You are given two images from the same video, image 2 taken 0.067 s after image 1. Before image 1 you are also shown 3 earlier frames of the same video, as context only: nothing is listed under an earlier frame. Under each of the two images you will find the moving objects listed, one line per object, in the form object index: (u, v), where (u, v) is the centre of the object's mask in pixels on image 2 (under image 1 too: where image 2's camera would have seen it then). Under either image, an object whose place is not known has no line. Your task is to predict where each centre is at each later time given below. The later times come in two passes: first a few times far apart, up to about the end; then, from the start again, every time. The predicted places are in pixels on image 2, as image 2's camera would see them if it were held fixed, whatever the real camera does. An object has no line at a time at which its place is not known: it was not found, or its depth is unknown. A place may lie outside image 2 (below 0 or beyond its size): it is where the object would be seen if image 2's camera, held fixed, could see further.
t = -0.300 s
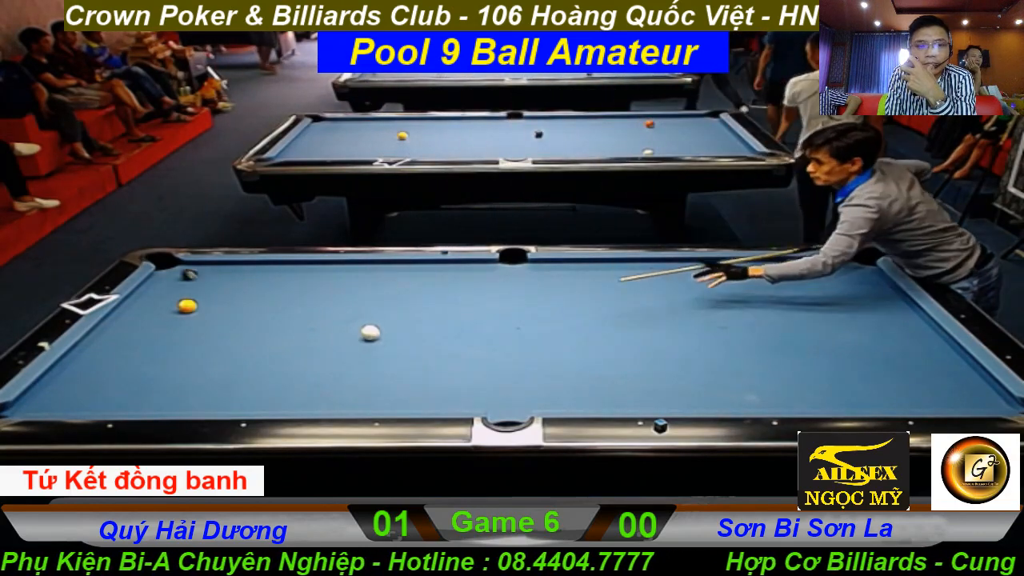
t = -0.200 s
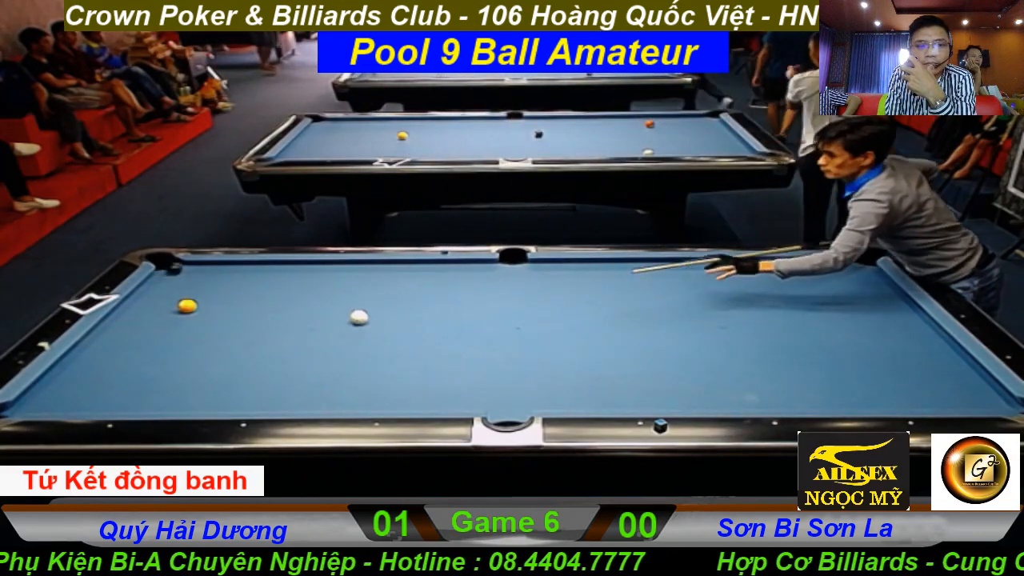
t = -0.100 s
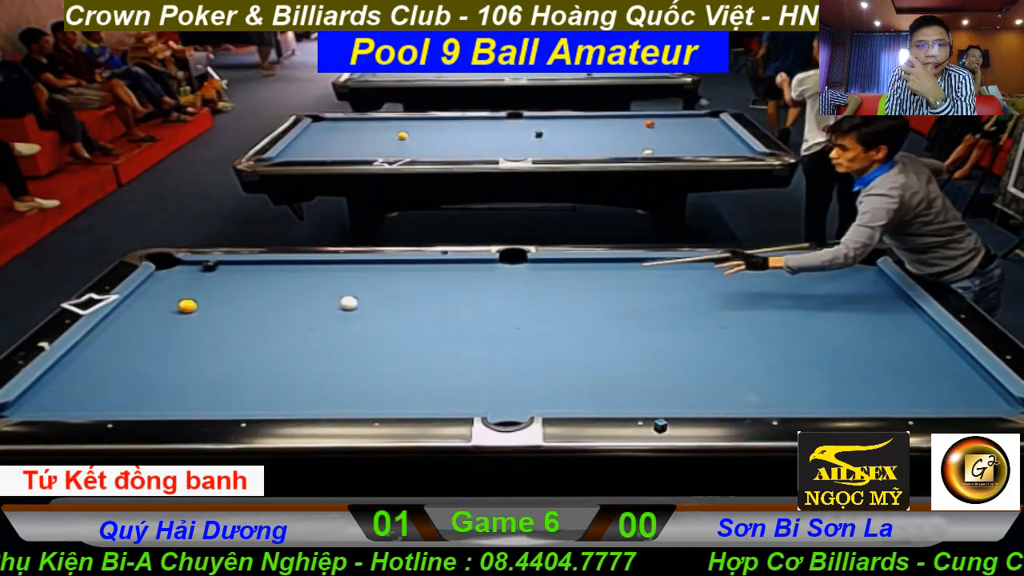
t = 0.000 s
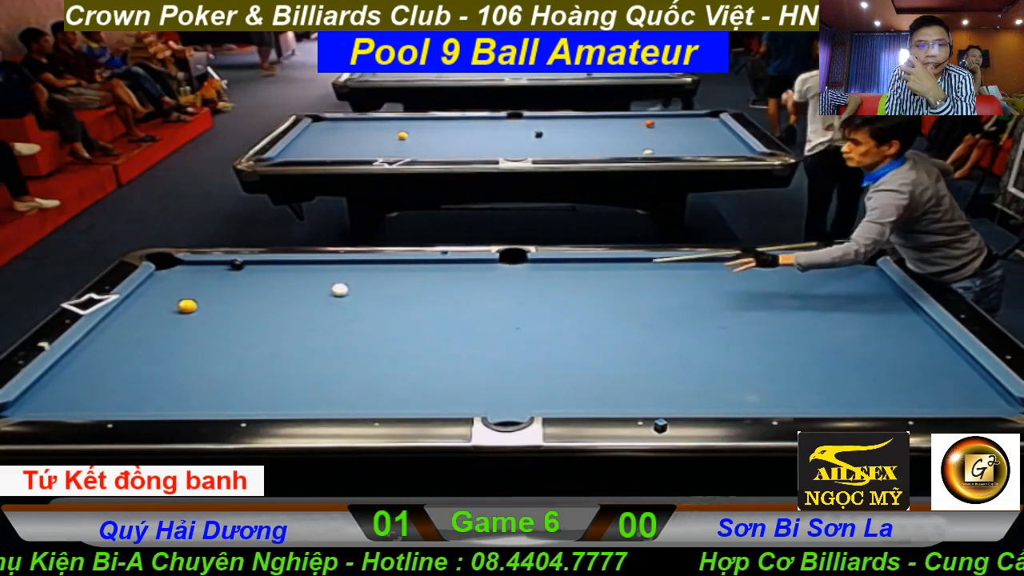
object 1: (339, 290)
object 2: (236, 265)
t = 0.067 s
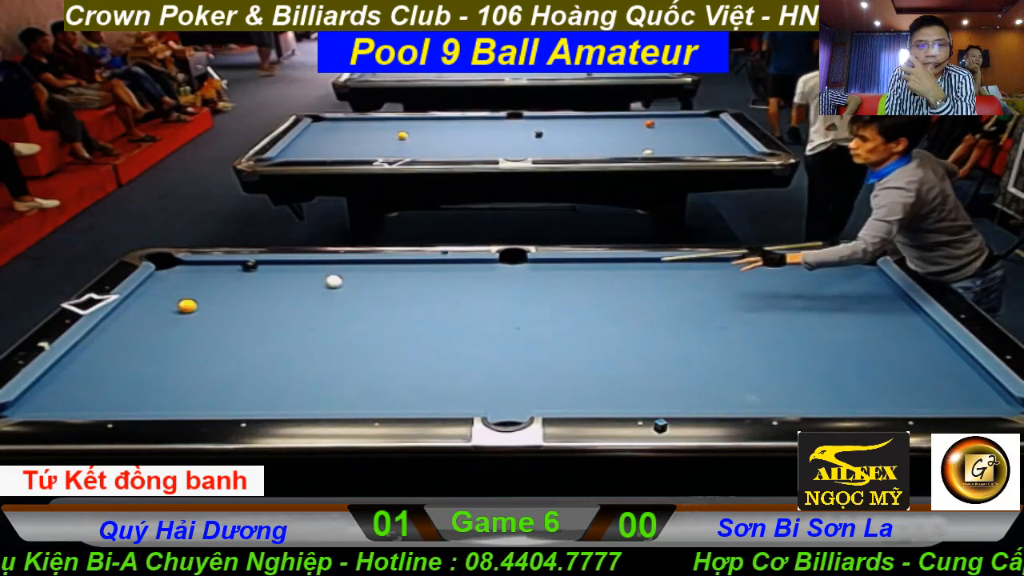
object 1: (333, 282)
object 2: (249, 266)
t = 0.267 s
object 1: (317, 265)
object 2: (286, 268)
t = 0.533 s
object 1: (336, 282)
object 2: (298, 272)
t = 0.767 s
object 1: (357, 295)
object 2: (303, 275)
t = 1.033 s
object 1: (383, 311)
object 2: (309, 279)
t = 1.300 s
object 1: (409, 328)
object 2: (314, 282)
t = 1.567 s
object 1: (437, 346)
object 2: (319, 285)
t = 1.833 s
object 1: (467, 365)
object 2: (323, 287)
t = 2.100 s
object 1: (498, 385)
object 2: (327, 289)
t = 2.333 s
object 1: (527, 402)
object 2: (329, 290)
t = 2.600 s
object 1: (549, 400)
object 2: (331, 291)
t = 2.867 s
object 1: (567, 390)
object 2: (332, 292)
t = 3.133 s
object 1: (582, 382)
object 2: (332, 293)
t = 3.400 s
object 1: (596, 374)
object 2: (332, 292)
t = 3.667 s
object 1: (608, 367)
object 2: (332, 292)
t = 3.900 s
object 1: (616, 362)
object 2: (332, 292)
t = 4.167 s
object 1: (625, 356)
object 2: (332, 292)
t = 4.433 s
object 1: (632, 352)
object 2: (332, 292)
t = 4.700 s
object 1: (638, 348)
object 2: (332, 292)
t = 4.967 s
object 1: (643, 344)
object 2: (332, 292)
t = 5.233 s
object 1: (646, 342)
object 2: (332, 292)
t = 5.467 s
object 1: (648, 340)
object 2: (332, 292)
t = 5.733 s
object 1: (650, 339)
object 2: (332, 292)
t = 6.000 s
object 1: (651, 338)
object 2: (332, 292)
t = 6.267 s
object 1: (651, 338)
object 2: (332, 292)
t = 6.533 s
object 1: (651, 338)
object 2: (332, 292)
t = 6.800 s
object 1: (651, 338)
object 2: (332, 292)
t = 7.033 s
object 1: (651, 338)
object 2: (332, 292)
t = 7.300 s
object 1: (651, 338)
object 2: (332, 292)
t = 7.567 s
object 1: (651, 338)
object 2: (332, 292)
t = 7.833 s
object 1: (651, 338)
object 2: (332, 292)
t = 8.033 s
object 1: (651, 338)
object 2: (332, 292)
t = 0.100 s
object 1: (331, 278)
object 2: (255, 266)
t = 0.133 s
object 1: (328, 274)
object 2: (261, 266)
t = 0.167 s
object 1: (325, 270)
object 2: (268, 267)
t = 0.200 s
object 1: (322, 266)
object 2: (274, 267)
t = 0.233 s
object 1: (320, 263)
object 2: (280, 267)
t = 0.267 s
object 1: (317, 265)
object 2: (286, 268)
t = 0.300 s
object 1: (315, 268)
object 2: (292, 268)
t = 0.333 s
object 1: (314, 270)
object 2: (295, 269)
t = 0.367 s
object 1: (318, 272)
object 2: (295, 270)
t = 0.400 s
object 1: (323, 274)
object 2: (295, 270)
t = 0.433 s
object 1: (327, 276)
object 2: (295, 271)
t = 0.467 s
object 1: (330, 278)
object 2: (296, 271)
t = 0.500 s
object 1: (333, 280)
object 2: (297, 272)
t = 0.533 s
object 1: (336, 282)
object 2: (298, 272)
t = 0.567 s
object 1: (339, 284)
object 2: (298, 273)
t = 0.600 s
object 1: (342, 286)
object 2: (299, 273)
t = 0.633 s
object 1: (345, 288)
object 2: (300, 274)
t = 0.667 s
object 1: (348, 290)
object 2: (301, 274)
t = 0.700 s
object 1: (351, 291)
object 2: (302, 274)
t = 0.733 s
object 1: (354, 293)
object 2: (302, 275)
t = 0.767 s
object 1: (357, 295)
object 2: (303, 275)
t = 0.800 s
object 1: (360, 297)
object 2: (304, 276)
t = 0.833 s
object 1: (364, 299)
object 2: (305, 276)
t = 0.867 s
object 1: (367, 301)
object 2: (306, 277)
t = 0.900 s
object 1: (370, 303)
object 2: (306, 277)
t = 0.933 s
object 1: (373, 305)
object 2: (307, 278)
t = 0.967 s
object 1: (376, 307)
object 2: (308, 278)
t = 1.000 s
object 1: (379, 309)
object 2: (308, 278)
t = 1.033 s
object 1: (383, 311)
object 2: (309, 279)
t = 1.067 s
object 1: (386, 313)
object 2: (310, 279)
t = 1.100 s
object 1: (389, 315)
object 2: (311, 279)
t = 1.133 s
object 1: (392, 317)
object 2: (311, 280)
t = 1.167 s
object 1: (396, 320)
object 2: (312, 280)
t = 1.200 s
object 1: (399, 322)
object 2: (312, 281)
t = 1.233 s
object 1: (402, 324)
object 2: (313, 281)
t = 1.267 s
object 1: (406, 326)
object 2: (314, 281)
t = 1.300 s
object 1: (409, 328)
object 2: (314, 282)
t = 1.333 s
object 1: (412, 330)
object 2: (315, 282)
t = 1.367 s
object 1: (416, 332)
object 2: (316, 283)
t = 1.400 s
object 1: (419, 335)
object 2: (316, 283)
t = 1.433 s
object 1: (423, 337)
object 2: (317, 283)
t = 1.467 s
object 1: (427, 339)
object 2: (317, 284)
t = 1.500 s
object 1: (430, 341)
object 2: (318, 284)
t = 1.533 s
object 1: (434, 344)
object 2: (319, 285)
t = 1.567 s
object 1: (437, 346)
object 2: (319, 285)
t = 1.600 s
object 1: (441, 348)
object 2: (320, 285)
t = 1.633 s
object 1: (444, 350)
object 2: (320, 285)
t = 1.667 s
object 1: (448, 353)
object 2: (321, 285)
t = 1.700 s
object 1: (452, 355)
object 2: (321, 286)
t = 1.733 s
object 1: (456, 358)
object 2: (322, 286)
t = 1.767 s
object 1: (459, 360)
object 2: (322, 286)
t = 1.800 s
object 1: (463, 362)
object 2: (323, 286)
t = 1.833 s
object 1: (467, 365)
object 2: (323, 287)
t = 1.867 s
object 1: (471, 367)
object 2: (324, 287)
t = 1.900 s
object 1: (474, 370)
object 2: (324, 288)
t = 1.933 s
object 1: (478, 372)
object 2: (325, 288)
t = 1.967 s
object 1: (482, 375)
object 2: (325, 288)
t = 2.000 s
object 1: (486, 377)
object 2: (326, 288)
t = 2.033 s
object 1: (490, 380)
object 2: (326, 288)
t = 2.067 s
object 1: (494, 382)
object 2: (326, 289)
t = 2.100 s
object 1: (498, 385)
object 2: (327, 289)
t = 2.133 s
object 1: (502, 387)
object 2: (327, 289)
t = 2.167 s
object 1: (506, 390)
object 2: (327, 289)
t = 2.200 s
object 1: (510, 392)
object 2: (328, 290)
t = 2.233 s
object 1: (514, 395)
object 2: (328, 290)
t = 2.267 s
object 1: (518, 398)
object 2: (328, 290)
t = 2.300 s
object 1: (522, 400)
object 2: (329, 290)
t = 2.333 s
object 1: (527, 402)
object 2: (329, 290)
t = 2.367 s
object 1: (530, 404)
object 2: (329, 290)
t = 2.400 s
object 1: (534, 405)
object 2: (330, 291)
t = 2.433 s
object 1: (537, 405)
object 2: (330, 291)
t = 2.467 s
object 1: (540, 403)
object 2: (330, 291)
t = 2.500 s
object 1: (542, 402)
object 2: (330, 291)
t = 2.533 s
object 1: (545, 401)
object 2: (330, 291)
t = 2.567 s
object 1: (547, 401)
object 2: (331, 291)
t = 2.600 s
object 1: (549, 400)
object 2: (331, 291)
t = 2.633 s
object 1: (552, 398)
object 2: (331, 292)
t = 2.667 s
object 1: (554, 397)
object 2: (331, 292)
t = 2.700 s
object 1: (556, 396)
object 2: (331, 292)
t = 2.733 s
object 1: (558, 395)
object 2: (331, 292)
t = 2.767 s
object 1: (561, 394)
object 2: (331, 292)
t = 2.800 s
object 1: (563, 393)
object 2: (332, 292)
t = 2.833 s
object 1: (565, 392)
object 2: (332, 292)
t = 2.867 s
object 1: (567, 390)
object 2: (332, 292)
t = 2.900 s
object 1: (569, 389)
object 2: (332, 292)
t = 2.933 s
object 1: (571, 388)
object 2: (332, 292)
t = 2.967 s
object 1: (573, 387)
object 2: (332, 293)
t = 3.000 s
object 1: (575, 386)
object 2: (332, 293)
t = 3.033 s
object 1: (577, 385)
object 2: (332, 293)
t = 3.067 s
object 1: (578, 384)
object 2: (332, 293)
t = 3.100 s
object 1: (581, 383)
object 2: (332, 293)
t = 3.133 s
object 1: (582, 382)
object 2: (332, 293)
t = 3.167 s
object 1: (584, 381)
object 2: (332, 293)
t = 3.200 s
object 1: (586, 380)
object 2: (332, 293)
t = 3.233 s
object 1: (588, 379)
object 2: (332, 293)
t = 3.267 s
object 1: (589, 378)
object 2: (332, 293)
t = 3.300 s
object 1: (591, 377)
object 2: (332, 292)
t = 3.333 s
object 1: (592, 376)
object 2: (332, 293)
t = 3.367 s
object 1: (594, 375)
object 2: (332, 292)
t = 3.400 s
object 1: (596, 374)
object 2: (332, 292)
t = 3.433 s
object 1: (597, 373)
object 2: (332, 292)
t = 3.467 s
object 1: (599, 372)
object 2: (332, 292)
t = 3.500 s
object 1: (600, 371)
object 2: (332, 292)
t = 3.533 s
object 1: (602, 370)
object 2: (332, 292)
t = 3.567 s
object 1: (603, 370)
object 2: (332, 292)
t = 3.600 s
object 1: (604, 369)
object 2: (332, 292)
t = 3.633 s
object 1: (606, 368)
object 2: (332, 292)
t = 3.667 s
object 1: (608, 367)
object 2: (332, 292)
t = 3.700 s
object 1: (609, 366)
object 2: (332, 292)
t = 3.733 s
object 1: (610, 366)
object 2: (332, 292)
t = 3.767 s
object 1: (612, 365)
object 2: (332, 292)
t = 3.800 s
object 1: (613, 364)
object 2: (332, 292)
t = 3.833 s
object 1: (614, 363)
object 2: (332, 292)
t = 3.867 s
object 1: (615, 363)
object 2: (332, 292)
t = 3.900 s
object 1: (616, 362)
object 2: (332, 292)
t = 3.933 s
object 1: (618, 361)
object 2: (332, 292)
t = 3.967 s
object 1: (619, 360)
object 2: (332, 292)
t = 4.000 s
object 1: (620, 360)
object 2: (332, 292)
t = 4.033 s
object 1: (621, 359)
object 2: (332, 292)
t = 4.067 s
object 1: (622, 358)
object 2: (332, 292)
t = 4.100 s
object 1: (623, 358)
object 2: (332, 292)
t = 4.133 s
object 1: (624, 357)
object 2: (332, 292)
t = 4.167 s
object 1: (625, 356)
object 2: (332, 292)
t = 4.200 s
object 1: (626, 356)
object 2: (332, 292)
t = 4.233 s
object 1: (627, 355)
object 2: (332, 292)
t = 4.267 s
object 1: (628, 354)
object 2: (332, 292)
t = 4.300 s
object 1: (629, 354)
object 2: (332, 292)
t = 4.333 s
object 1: (630, 353)
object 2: (332, 292)
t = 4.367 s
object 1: (631, 353)
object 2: (332, 292)
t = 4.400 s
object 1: (632, 352)
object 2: (332, 292)
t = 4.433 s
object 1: (632, 352)
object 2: (332, 292)
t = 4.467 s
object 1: (633, 351)
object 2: (332, 292)
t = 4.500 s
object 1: (634, 351)
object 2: (332, 292)
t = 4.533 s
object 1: (635, 350)
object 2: (332, 292)
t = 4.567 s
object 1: (635, 350)
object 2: (332, 292)
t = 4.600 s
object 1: (636, 349)
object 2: (332, 292)
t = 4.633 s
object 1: (637, 349)
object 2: (332, 292)
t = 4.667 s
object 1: (638, 348)
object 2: (332, 292)
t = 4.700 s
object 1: (638, 348)
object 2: (332, 292)
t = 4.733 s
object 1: (639, 347)
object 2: (332, 292)
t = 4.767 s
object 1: (640, 347)
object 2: (332, 292)
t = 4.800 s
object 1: (640, 347)
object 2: (332, 292)
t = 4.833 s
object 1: (641, 346)
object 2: (332, 292)
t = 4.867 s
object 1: (641, 346)
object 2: (332, 292)
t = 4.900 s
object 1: (642, 345)
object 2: (332, 292)
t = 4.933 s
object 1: (642, 345)
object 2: (332, 292)
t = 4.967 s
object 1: (643, 344)
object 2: (332, 292)
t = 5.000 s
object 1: (643, 344)
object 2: (332, 292)
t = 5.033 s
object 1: (644, 344)
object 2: (332, 292)
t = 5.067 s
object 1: (644, 343)
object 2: (332, 292)
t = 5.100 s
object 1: (645, 343)
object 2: (332, 292)
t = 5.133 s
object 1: (645, 343)
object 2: (332, 292)
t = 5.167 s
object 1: (646, 342)
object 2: (332, 292)
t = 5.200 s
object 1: (646, 342)
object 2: (332, 292)
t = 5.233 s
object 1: (646, 342)
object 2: (332, 292)
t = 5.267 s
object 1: (647, 342)
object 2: (332, 292)
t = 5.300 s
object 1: (647, 341)
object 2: (332, 292)
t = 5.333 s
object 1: (647, 341)
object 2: (332, 292)
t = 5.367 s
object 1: (647, 341)
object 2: (332, 292)
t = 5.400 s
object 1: (648, 341)
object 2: (332, 292)
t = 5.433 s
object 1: (648, 340)
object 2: (332, 292)
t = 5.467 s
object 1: (648, 340)
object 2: (332, 292)
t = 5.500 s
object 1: (649, 340)
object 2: (332, 292)
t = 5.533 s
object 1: (649, 340)
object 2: (332, 292)
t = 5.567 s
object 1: (649, 340)
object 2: (332, 292)
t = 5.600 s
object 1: (649, 339)
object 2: (332, 292)
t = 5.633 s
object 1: (649, 339)
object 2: (332, 292)
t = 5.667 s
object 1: (650, 339)
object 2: (332, 292)
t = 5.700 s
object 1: (650, 339)
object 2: (332, 292)
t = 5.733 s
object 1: (650, 339)
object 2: (332, 292)
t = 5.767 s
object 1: (650, 339)
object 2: (332, 292)
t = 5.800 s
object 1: (650, 339)
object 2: (332, 292)
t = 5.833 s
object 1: (650, 339)
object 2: (332, 292)
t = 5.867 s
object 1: (650, 338)
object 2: (332, 292)
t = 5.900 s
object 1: (651, 338)
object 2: (332, 292)
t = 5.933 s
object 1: (651, 338)
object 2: (332, 292)
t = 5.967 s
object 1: (651, 338)
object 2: (332, 292)
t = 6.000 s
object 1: (651, 338)
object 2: (332, 292)
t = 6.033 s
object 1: (651, 338)
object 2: (332, 292)
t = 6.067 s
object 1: (651, 338)
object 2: (332, 292)
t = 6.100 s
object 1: (651, 338)
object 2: (332, 292)
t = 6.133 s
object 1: (651, 338)
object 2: (332, 292)
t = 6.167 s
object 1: (651, 338)
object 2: (332, 292)
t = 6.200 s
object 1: (651, 338)
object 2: (332, 292)
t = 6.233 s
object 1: (651, 338)
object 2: (332, 292)
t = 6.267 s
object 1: (651, 338)
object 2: (332, 292)
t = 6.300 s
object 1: (651, 338)
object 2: (332, 292)
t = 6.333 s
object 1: (651, 338)
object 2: (332, 292)
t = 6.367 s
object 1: (651, 338)
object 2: (332, 292)
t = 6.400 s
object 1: (651, 338)
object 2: (332, 292)
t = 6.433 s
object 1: (651, 338)
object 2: (332, 292)
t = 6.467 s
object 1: (651, 338)
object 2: (332, 292)
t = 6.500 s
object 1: (651, 338)
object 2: (332, 292)
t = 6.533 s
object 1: (651, 338)
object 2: (332, 292)
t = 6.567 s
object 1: (651, 338)
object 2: (332, 292)
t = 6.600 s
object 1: (651, 338)
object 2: (332, 292)
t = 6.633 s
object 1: (651, 338)
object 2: (332, 292)
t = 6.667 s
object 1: (651, 338)
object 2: (332, 292)
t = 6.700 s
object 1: (651, 338)
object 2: (332, 292)
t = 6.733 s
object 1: (651, 338)
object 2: (332, 292)
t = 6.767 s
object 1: (651, 338)
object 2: (332, 292)
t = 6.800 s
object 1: (651, 338)
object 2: (332, 292)
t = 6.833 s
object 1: (651, 338)
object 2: (332, 292)
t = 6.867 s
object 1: (651, 338)
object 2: (332, 292)
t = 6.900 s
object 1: (651, 338)
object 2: (332, 292)
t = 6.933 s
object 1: (651, 338)
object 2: (332, 292)
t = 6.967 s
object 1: (651, 338)
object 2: (332, 292)
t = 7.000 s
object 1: (651, 338)
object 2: (332, 292)
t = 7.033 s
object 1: (651, 338)
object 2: (332, 292)
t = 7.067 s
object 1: (651, 338)
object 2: (332, 292)
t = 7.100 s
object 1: (651, 338)
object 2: (332, 292)
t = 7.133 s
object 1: (651, 338)
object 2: (332, 292)
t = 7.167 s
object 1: (651, 338)
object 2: (332, 292)
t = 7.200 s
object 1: (651, 338)
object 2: (332, 292)
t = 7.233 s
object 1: (651, 338)
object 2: (332, 292)
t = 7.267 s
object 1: (651, 338)
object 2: (332, 292)
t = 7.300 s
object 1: (651, 338)
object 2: (332, 292)
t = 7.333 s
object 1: (651, 338)
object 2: (332, 292)
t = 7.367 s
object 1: (651, 338)
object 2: (332, 292)
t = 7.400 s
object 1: (651, 338)
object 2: (332, 292)
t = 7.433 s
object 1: (651, 338)
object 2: (332, 292)
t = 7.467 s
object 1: (651, 338)
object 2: (332, 292)
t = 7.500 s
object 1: (651, 338)
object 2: (332, 292)
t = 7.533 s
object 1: (651, 338)
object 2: (332, 292)
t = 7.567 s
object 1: (651, 338)
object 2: (332, 292)
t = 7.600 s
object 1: (651, 338)
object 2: (332, 292)
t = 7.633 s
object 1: (651, 338)
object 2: (332, 292)
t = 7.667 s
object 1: (651, 338)
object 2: (332, 292)
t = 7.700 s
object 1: (651, 338)
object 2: (332, 292)
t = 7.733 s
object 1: (651, 338)
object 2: (332, 292)
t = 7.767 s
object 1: (651, 338)
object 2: (332, 292)
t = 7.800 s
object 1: (651, 338)
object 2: (332, 292)
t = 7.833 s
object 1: (651, 338)
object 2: (332, 292)
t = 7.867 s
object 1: (651, 338)
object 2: (332, 292)
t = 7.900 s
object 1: (651, 338)
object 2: (332, 292)
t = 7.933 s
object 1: (651, 338)
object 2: (332, 292)
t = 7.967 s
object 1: (651, 338)
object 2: (332, 292)
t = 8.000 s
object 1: (651, 338)
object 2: (332, 292)
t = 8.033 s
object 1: (651, 338)
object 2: (332, 292)
